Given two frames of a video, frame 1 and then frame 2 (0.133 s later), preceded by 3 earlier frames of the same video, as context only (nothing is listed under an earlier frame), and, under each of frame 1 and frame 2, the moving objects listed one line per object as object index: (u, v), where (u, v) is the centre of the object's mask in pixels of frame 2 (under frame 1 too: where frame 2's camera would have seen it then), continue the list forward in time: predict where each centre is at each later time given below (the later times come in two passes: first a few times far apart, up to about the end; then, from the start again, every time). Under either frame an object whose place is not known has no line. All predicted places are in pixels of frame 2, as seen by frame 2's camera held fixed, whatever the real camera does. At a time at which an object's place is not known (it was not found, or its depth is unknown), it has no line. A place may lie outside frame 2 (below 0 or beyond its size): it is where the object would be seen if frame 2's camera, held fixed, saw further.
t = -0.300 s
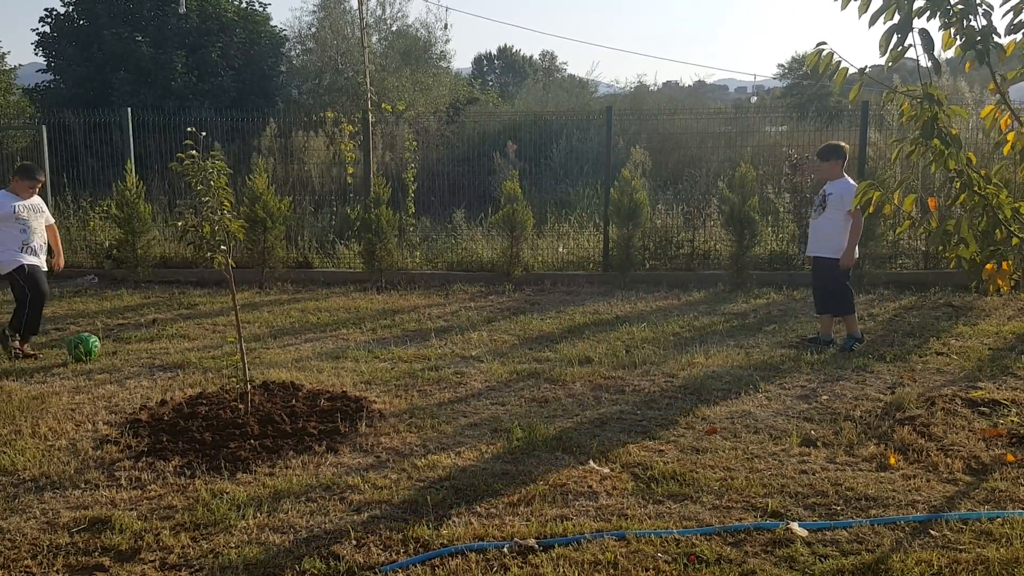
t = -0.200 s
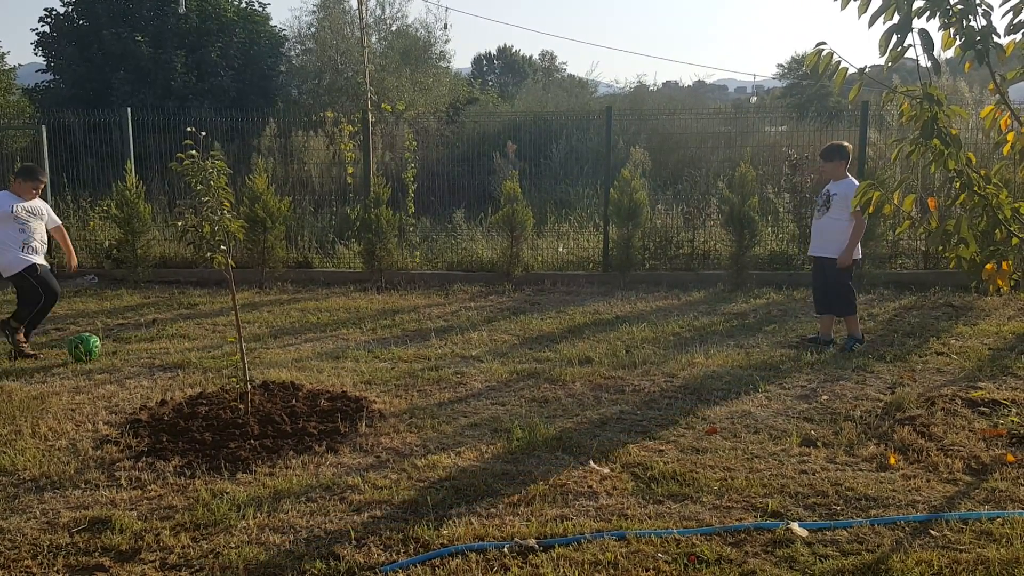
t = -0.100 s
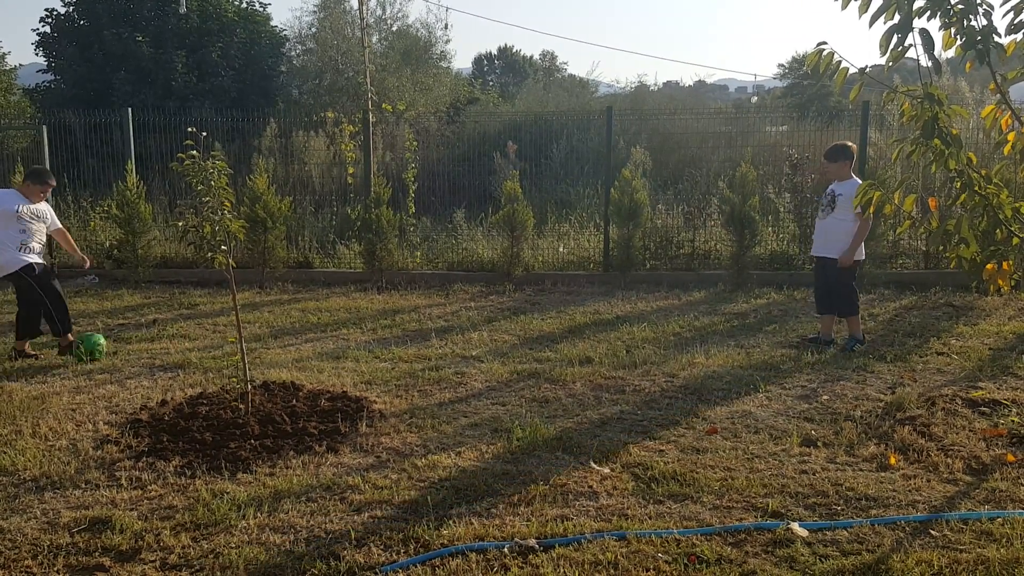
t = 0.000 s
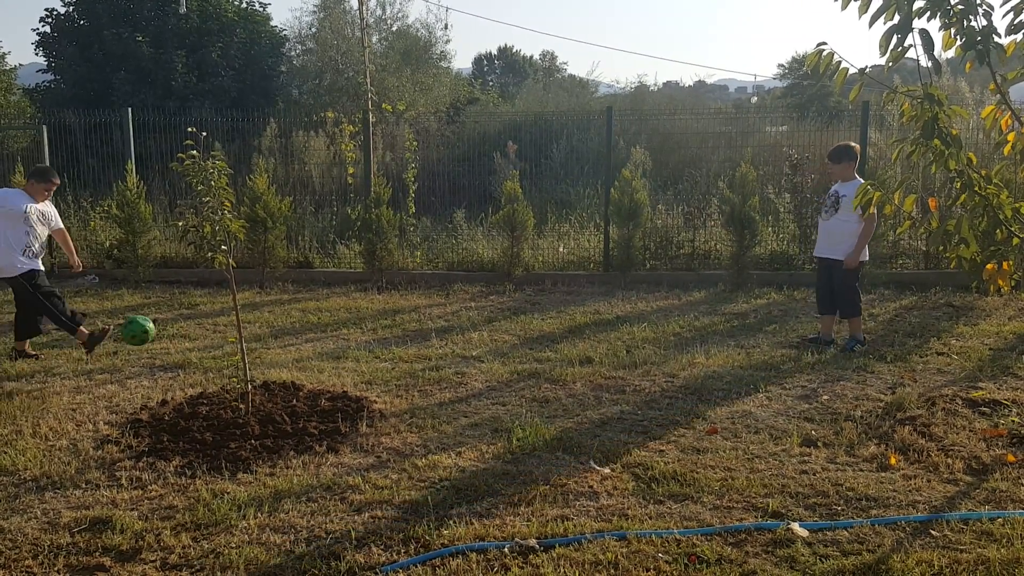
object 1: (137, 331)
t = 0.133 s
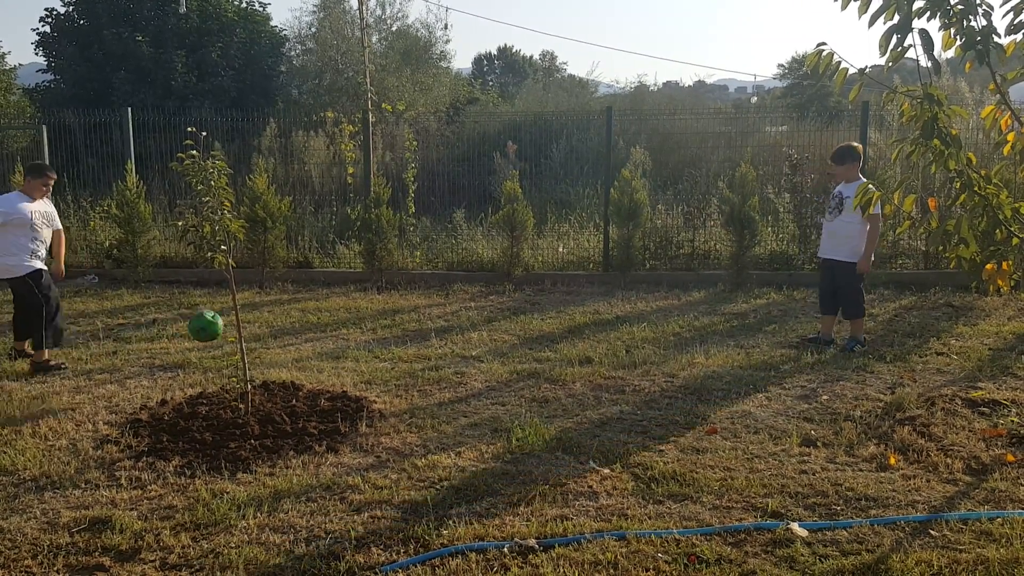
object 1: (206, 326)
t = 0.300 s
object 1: (302, 362)
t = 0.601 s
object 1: (407, 384)
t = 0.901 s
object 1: (508, 419)
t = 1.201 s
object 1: (599, 433)
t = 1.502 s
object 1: (675, 444)
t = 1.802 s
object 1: (742, 454)
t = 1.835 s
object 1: (749, 455)
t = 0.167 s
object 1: (222, 329)
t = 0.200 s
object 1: (244, 335)
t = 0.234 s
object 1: (262, 341)
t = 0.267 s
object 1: (282, 351)
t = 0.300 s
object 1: (302, 362)
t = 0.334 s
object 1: (322, 375)
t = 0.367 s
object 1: (338, 382)
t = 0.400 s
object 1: (348, 377)
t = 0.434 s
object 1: (358, 374)
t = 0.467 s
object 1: (367, 373)
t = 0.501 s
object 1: (377, 373)
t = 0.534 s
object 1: (386, 375)
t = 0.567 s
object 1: (396, 378)
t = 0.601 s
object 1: (407, 384)
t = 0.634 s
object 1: (418, 392)
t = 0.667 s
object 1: (429, 403)
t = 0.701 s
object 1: (440, 408)
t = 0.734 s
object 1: (451, 408)
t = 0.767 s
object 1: (461, 410)
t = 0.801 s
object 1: (473, 413)
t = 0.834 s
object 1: (484, 415)
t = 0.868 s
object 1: (496, 417)
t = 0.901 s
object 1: (508, 419)
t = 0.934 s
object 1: (520, 422)
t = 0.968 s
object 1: (531, 425)
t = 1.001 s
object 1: (542, 423)
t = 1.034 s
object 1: (551, 423)
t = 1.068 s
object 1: (561, 426)
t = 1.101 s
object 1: (570, 426)
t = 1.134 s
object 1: (579, 430)
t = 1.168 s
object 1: (588, 433)
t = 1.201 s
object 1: (599, 433)
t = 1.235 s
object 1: (608, 433)
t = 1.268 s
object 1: (617, 433)
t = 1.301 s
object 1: (625, 434)
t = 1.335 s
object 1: (634, 436)
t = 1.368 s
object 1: (643, 439)
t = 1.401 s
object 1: (652, 442)
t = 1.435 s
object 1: (659, 442)
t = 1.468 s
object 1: (667, 443)
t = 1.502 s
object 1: (675, 444)
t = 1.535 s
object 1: (683, 445)
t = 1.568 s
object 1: (690, 447)
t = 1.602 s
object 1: (698, 449)
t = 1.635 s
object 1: (705, 450)
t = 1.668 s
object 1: (712, 451)
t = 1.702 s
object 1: (720, 453)
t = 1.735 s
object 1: (727, 454)
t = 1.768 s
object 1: (735, 454)
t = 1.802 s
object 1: (742, 454)
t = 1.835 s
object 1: (749, 455)
